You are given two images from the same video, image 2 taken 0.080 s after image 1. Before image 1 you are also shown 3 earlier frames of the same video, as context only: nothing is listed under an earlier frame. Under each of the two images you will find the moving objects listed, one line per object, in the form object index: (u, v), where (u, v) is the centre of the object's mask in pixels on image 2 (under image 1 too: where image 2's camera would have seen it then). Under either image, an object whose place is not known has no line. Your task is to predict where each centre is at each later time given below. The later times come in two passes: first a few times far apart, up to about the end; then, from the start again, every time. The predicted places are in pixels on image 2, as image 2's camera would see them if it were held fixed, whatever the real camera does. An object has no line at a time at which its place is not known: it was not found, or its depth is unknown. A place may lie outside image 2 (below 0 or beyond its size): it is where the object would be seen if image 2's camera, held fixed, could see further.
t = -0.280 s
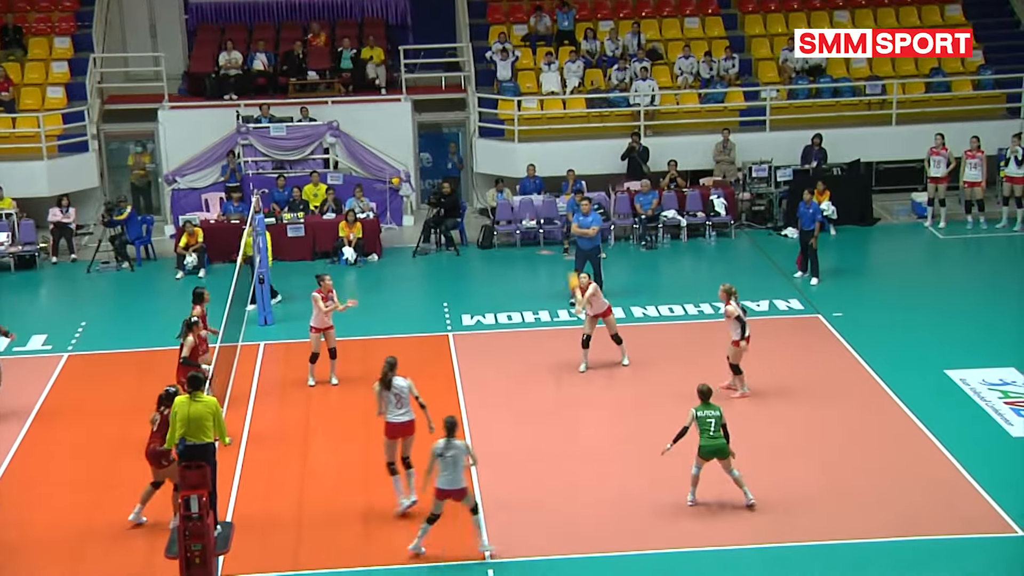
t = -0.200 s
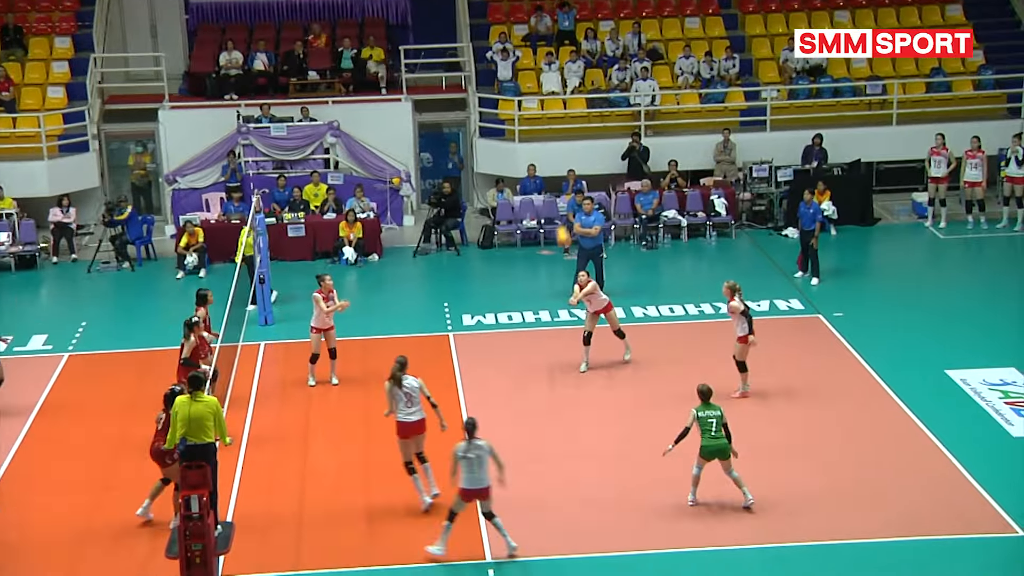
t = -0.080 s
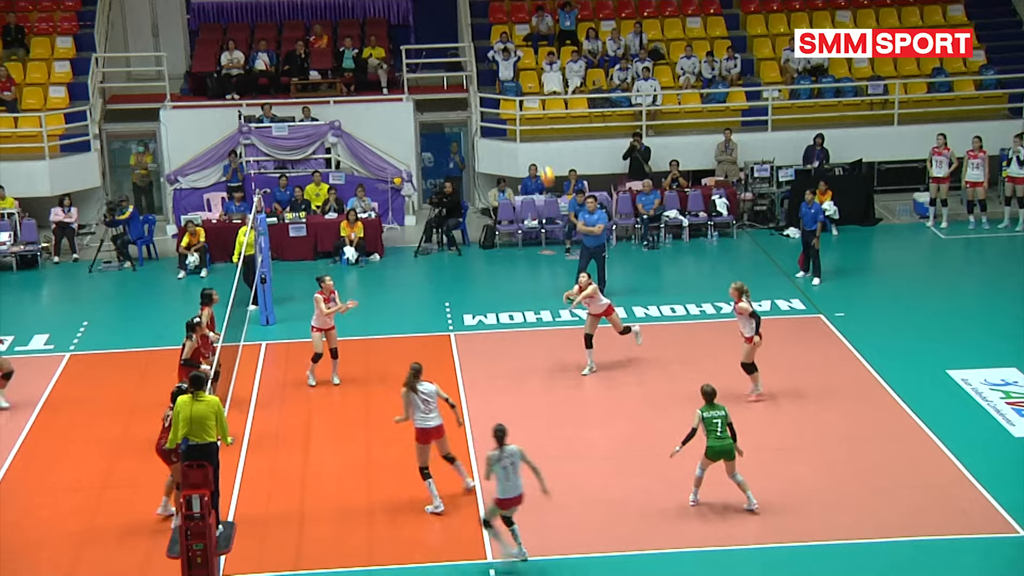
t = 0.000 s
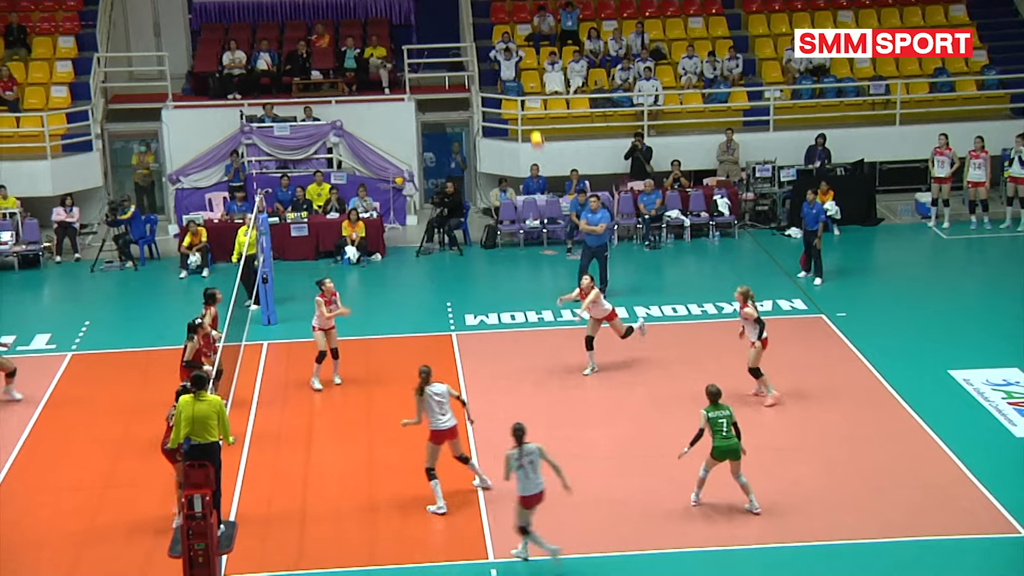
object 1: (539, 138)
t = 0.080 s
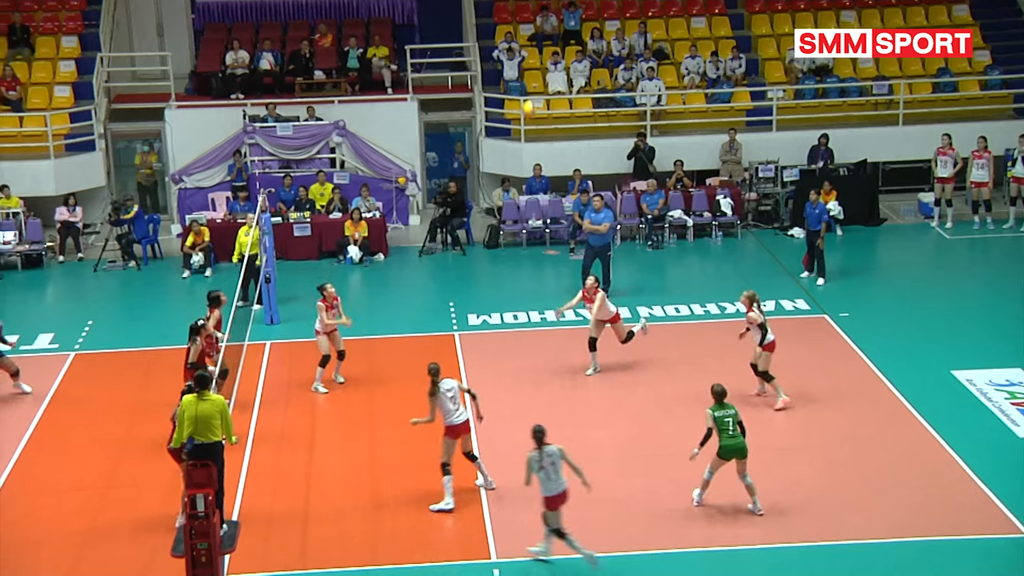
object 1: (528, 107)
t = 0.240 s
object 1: (508, 60)
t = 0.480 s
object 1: (479, 22)
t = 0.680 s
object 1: (456, 20)
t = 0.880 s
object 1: (435, 43)
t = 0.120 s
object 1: (524, 95)
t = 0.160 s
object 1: (518, 84)
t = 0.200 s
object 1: (513, 72)
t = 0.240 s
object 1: (508, 60)
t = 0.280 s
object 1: (503, 52)
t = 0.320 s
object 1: (497, 43)
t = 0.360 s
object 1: (492, 36)
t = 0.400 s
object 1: (488, 31)
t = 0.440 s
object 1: (484, 26)
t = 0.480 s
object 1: (479, 22)
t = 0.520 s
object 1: (474, 20)
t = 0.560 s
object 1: (470, 17)
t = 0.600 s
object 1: (465, 17)
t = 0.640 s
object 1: (460, 18)
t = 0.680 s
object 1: (456, 20)
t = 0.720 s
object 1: (452, 22)
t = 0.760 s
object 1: (447, 26)
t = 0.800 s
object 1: (443, 31)
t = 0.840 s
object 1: (439, 36)
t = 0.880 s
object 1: (435, 43)
